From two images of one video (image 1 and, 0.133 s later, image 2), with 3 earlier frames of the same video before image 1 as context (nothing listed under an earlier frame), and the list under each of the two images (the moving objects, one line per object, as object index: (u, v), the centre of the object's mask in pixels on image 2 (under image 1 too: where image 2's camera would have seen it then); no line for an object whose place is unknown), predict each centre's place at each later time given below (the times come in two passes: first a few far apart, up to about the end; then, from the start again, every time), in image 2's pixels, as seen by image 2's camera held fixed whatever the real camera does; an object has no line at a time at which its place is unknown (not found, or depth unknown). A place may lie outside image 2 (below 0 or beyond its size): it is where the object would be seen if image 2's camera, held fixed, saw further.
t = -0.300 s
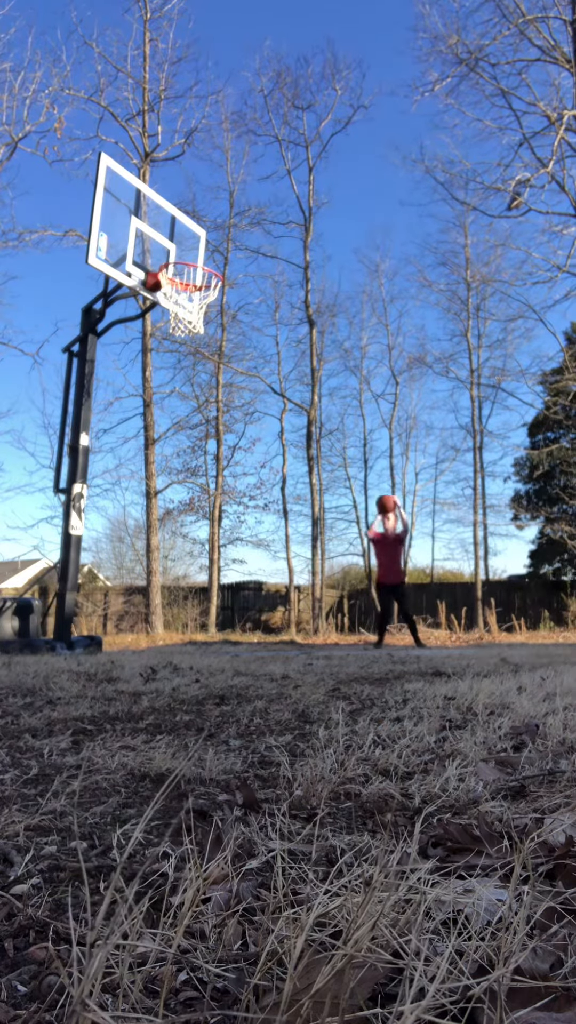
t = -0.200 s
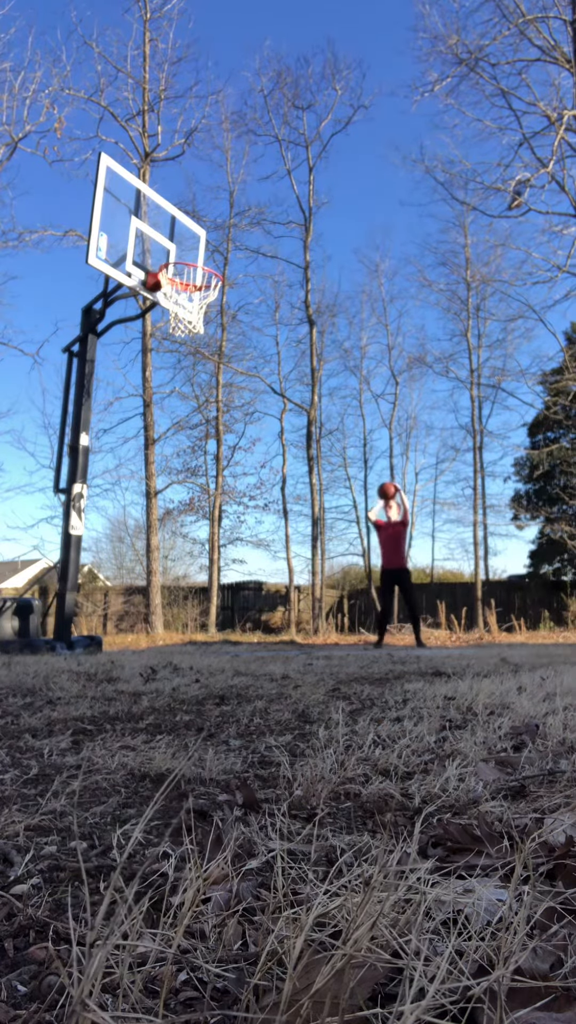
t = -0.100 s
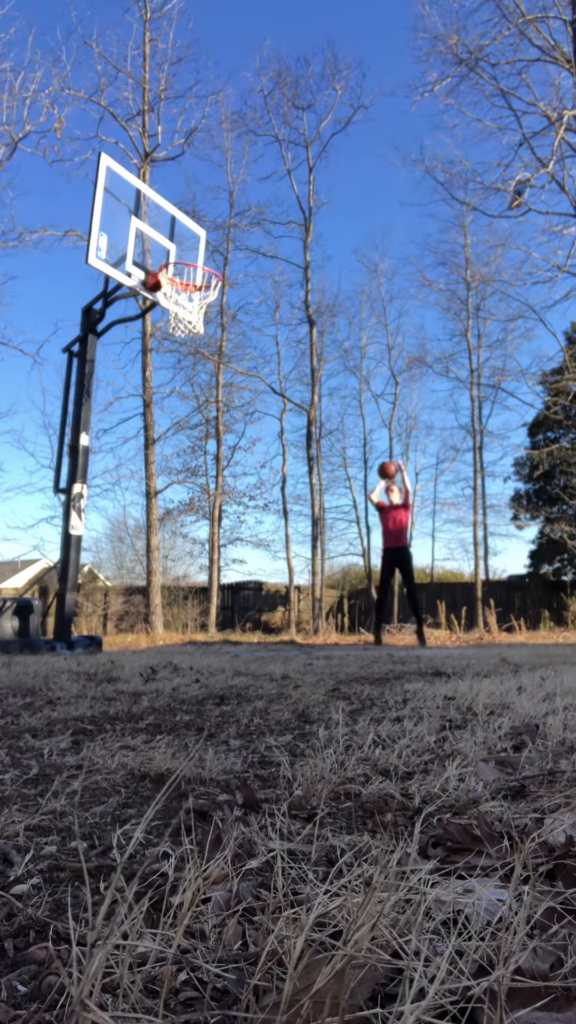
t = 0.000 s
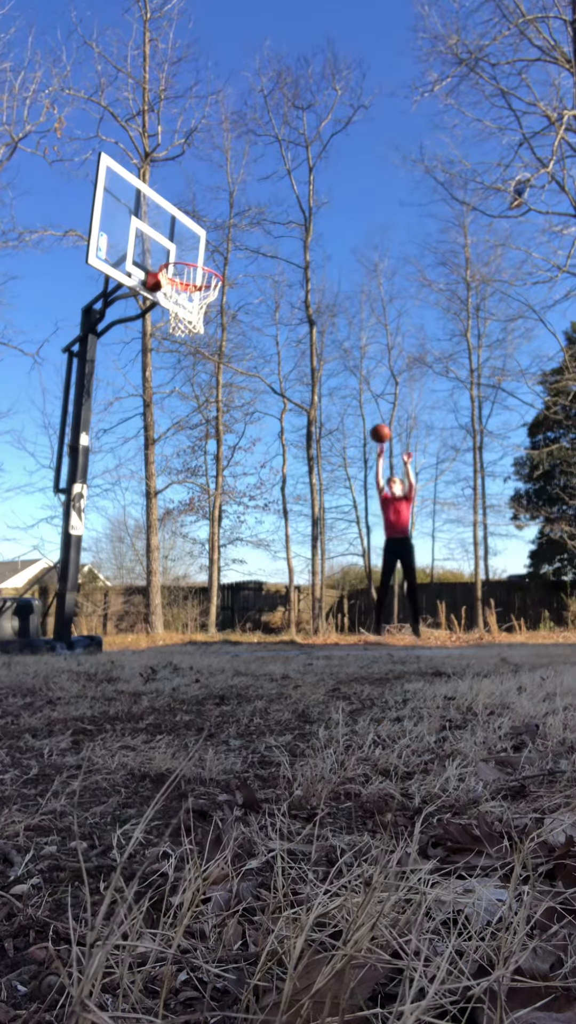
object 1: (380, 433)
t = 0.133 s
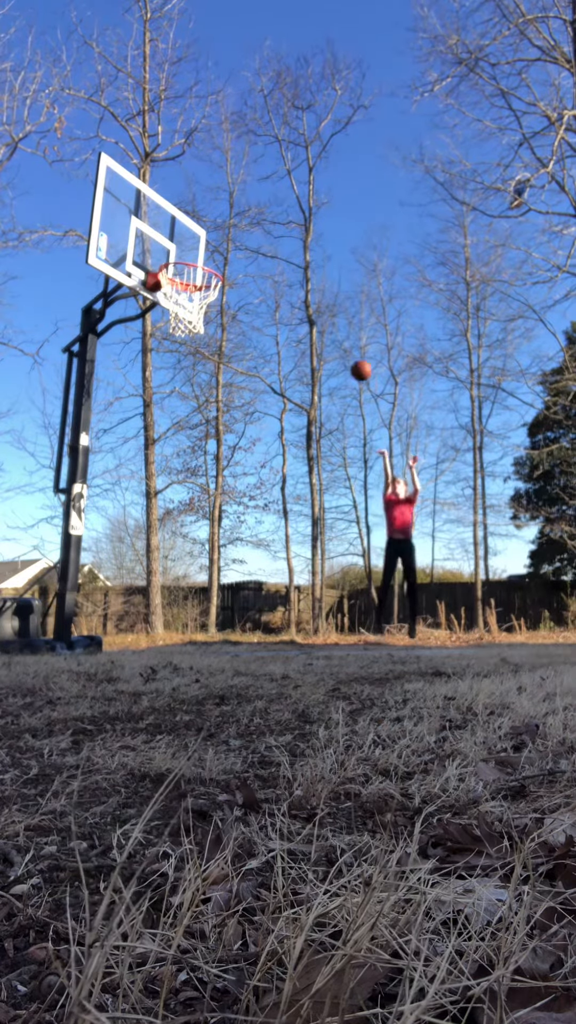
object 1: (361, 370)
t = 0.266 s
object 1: (340, 317)
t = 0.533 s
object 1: (292, 242)
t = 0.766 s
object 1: (239, 226)
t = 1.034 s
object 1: (195, 280)
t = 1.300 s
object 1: (194, 334)
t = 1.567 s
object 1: (178, 448)
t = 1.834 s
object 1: (157, 625)
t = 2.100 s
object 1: (124, 513)
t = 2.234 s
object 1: (106, 494)
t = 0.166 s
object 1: (356, 356)
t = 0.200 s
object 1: (351, 342)
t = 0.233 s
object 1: (346, 329)
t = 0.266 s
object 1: (340, 317)
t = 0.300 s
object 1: (335, 305)
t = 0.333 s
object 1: (329, 294)
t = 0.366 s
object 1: (323, 283)
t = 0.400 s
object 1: (317, 273)
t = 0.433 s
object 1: (311, 264)
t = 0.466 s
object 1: (305, 256)
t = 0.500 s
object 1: (298, 249)
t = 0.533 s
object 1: (292, 242)
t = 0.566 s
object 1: (285, 237)
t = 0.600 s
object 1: (278, 232)
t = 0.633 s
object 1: (271, 228)
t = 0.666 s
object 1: (263, 226)
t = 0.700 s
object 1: (255, 225)
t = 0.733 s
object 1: (248, 225)
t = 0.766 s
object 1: (239, 226)
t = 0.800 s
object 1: (230, 228)
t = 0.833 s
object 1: (221, 232)
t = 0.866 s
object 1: (212, 237)
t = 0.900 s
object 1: (202, 244)
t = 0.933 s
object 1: (192, 251)
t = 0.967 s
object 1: (181, 262)
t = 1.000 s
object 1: (188, 272)
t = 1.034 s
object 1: (195, 280)
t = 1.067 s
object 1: (202, 291)
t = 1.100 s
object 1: (203, 298)
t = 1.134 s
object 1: (204, 305)
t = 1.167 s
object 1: (202, 311)
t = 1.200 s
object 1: (200, 316)
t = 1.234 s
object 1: (199, 319)
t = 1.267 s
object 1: (194, 328)
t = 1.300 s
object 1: (194, 334)
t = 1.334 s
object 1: (193, 341)
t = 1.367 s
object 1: (190, 352)
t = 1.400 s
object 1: (188, 364)
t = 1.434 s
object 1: (186, 378)
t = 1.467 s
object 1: (184, 393)
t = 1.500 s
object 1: (182, 410)
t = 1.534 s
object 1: (180, 428)
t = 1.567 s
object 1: (178, 448)
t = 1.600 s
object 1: (176, 470)
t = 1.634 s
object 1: (174, 494)
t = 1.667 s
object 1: (171, 519)
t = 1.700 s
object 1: (169, 545)
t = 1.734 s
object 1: (166, 575)
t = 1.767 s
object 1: (163, 605)
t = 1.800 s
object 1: (161, 637)
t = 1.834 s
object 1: (157, 625)
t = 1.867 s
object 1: (153, 606)
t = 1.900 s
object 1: (149, 588)
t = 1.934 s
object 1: (145, 571)
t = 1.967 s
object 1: (141, 556)
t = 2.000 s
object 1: (137, 542)
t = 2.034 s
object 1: (132, 531)
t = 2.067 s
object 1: (128, 521)
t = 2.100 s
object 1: (124, 513)
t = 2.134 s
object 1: (119, 505)
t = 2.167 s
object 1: (115, 500)
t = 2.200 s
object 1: (110, 497)
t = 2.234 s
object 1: (106, 494)
